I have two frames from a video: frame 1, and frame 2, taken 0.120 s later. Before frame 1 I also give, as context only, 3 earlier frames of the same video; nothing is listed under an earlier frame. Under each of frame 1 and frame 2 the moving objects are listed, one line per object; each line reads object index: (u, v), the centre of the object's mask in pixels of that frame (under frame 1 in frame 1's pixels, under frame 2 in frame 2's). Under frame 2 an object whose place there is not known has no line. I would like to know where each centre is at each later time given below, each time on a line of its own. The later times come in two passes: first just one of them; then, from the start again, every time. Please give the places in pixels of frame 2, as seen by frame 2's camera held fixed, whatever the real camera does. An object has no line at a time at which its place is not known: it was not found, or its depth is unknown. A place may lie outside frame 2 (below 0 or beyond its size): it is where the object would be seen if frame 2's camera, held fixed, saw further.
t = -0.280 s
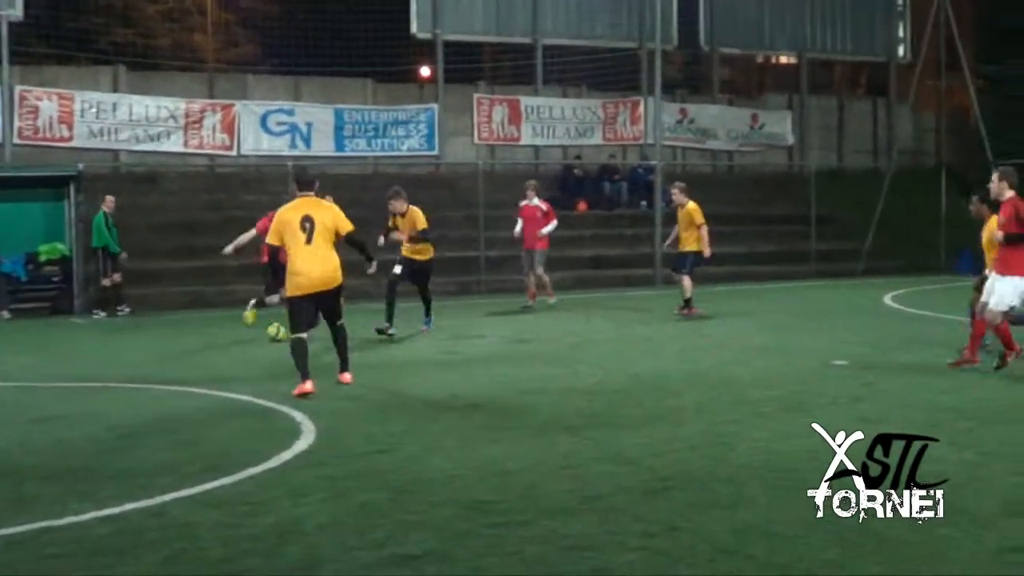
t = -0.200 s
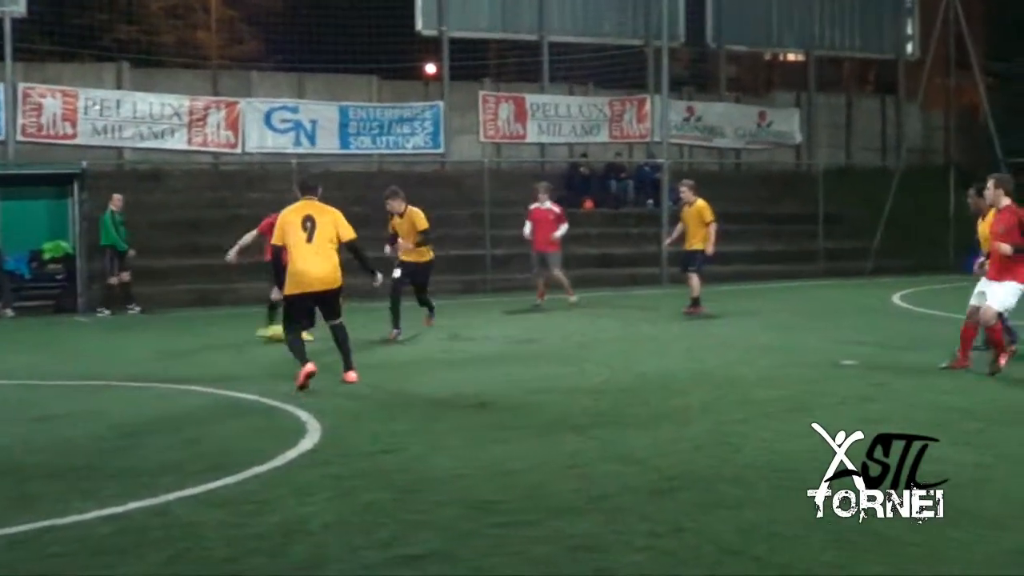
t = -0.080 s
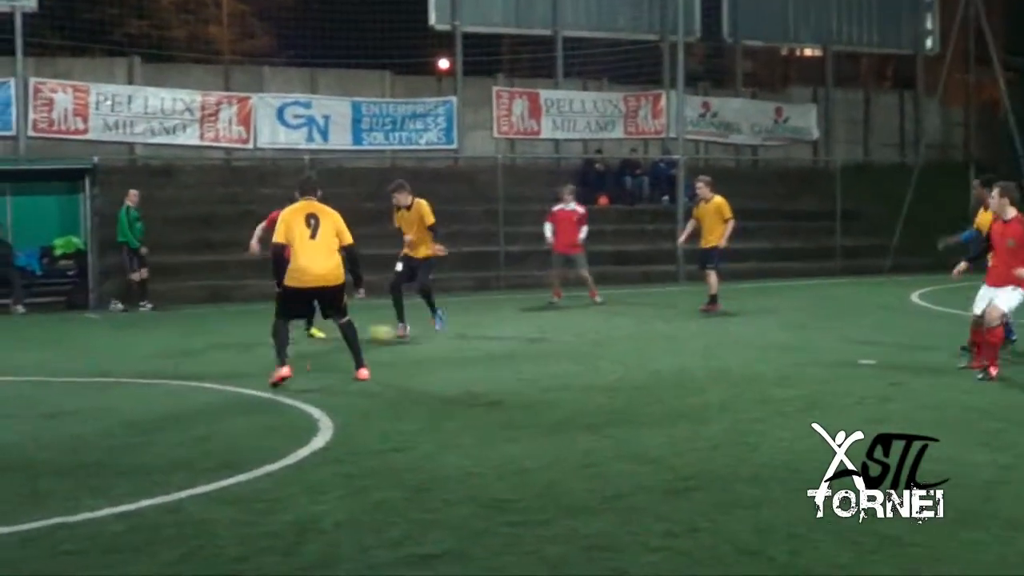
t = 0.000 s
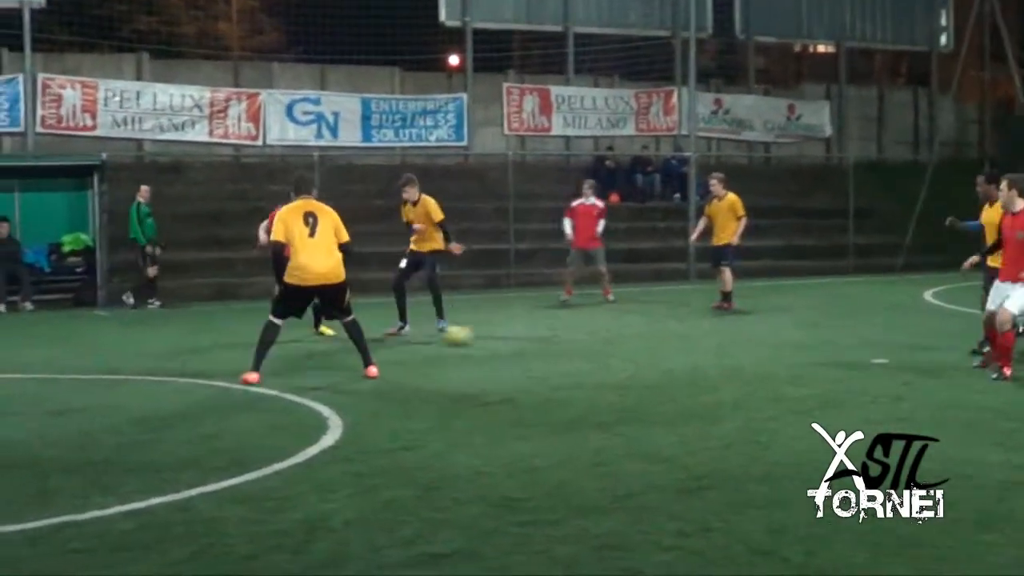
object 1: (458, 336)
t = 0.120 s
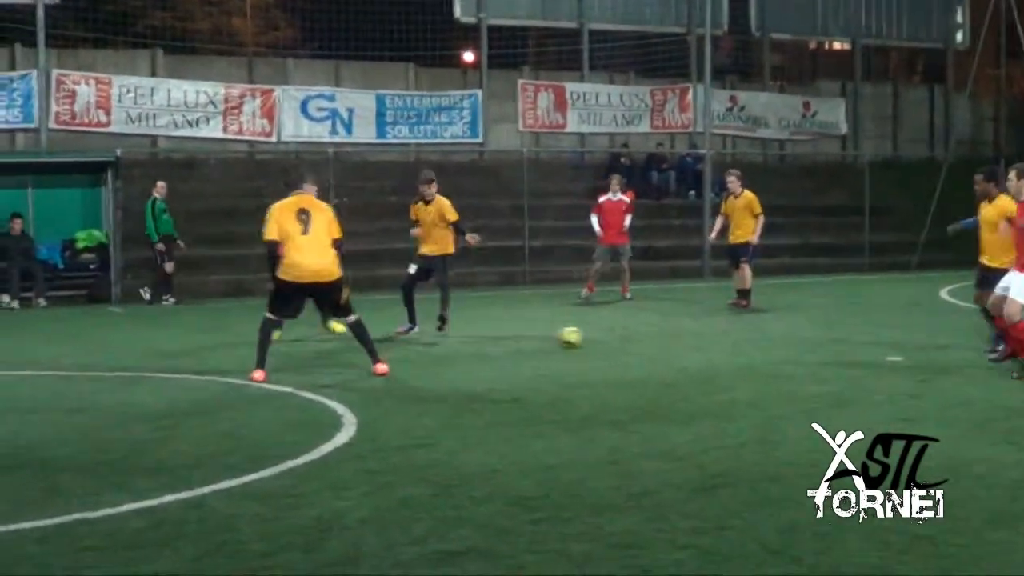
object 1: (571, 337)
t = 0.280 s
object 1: (694, 343)
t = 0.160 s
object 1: (601, 337)
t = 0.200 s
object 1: (632, 339)
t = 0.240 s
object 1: (659, 341)
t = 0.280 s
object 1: (694, 343)
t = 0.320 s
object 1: (728, 345)
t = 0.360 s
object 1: (758, 347)
